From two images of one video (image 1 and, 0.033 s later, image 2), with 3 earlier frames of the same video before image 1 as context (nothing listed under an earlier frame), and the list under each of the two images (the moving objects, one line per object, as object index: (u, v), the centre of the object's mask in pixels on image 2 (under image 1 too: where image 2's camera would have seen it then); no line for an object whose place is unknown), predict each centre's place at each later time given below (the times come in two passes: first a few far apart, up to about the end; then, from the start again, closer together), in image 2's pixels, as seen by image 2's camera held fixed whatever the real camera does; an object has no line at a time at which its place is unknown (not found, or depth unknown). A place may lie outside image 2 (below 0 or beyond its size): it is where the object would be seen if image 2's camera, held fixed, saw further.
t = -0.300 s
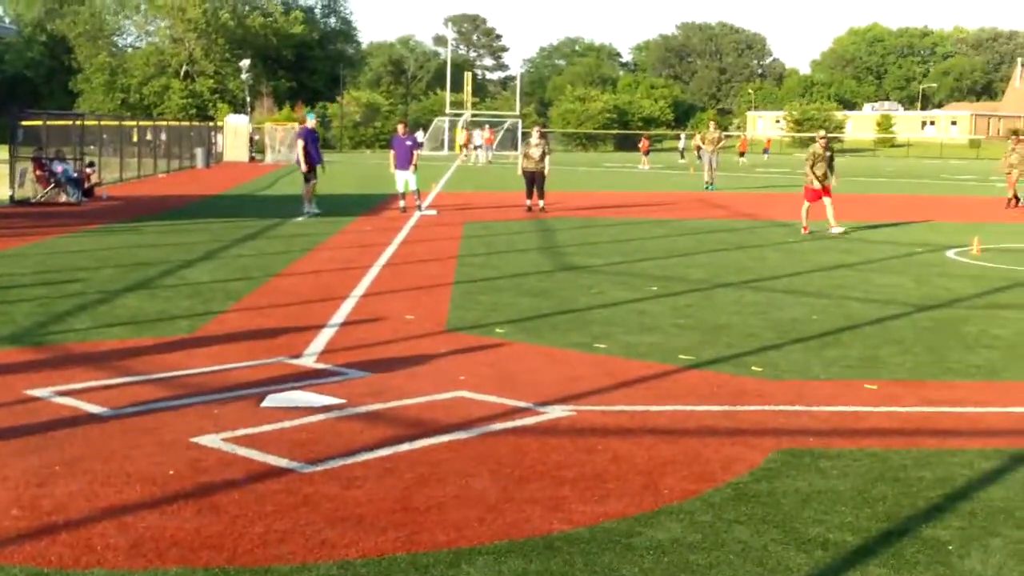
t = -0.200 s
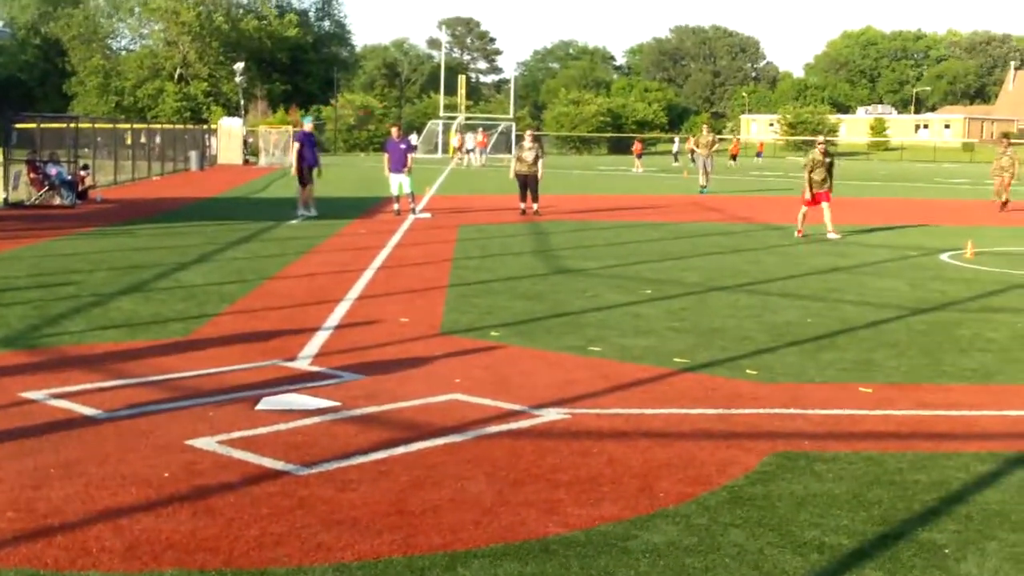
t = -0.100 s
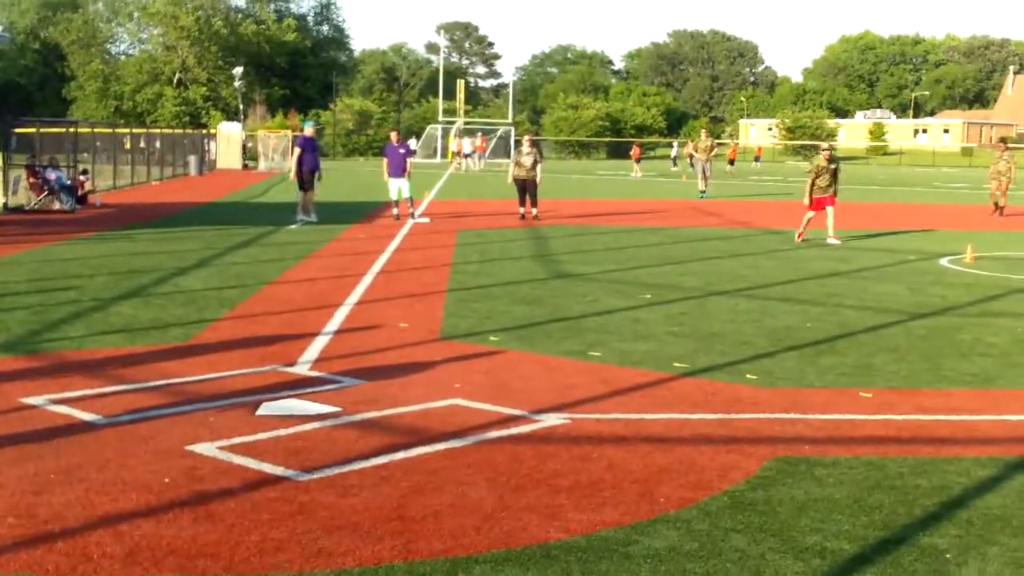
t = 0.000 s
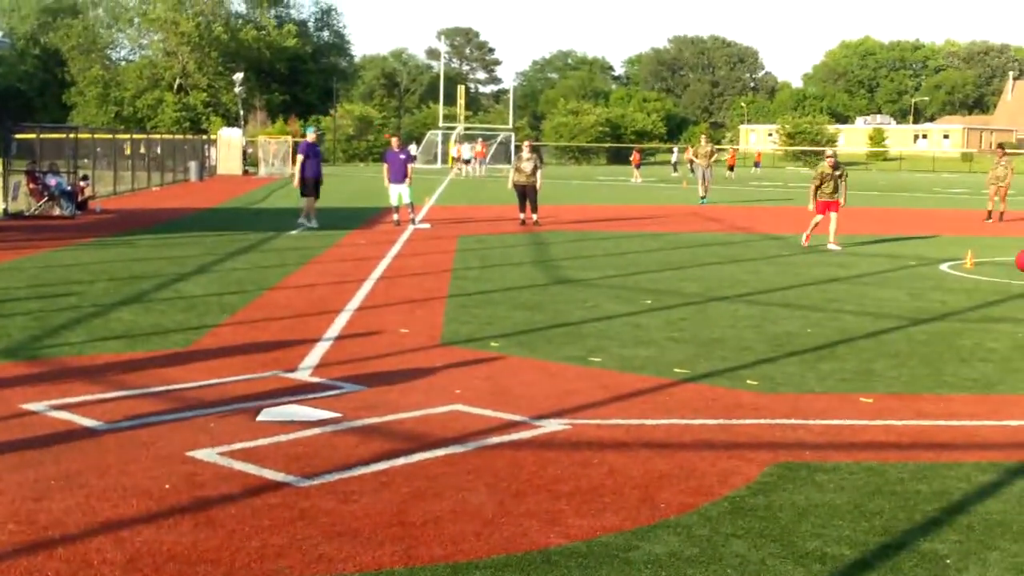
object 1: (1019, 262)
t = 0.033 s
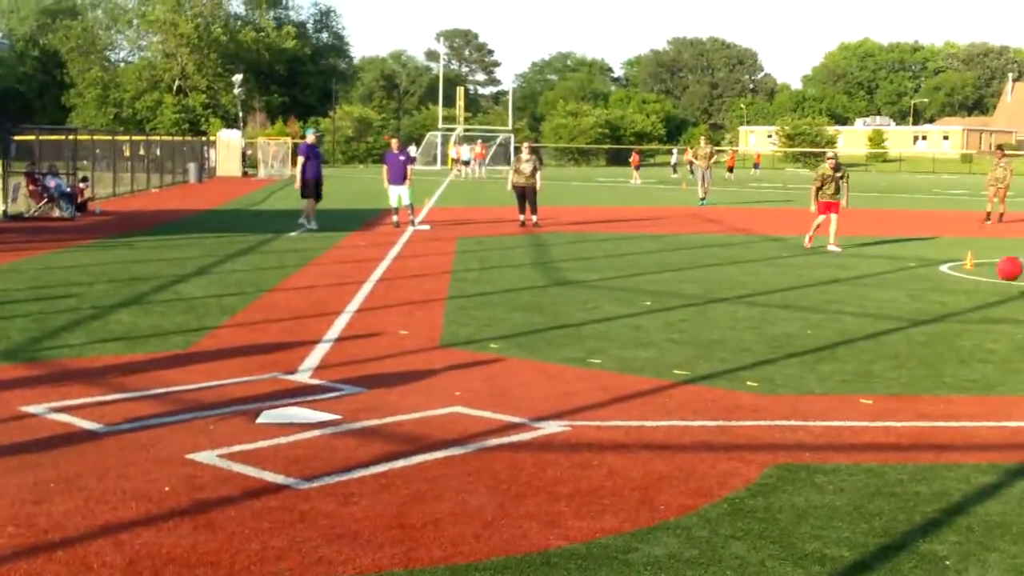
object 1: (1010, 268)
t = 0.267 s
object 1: (895, 276)
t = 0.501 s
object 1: (776, 273)
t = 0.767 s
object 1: (610, 346)
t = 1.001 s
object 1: (421, 311)
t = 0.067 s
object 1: (989, 278)
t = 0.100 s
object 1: (970, 289)
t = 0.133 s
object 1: (950, 299)
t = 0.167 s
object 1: (936, 297)
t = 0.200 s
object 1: (922, 289)
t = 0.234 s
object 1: (909, 282)
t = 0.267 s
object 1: (895, 276)
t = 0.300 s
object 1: (880, 271)
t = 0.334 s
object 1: (864, 268)
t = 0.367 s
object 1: (848, 266)
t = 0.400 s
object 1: (830, 265)
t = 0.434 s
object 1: (814, 266)
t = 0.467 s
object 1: (796, 268)
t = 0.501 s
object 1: (776, 273)
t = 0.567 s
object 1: (739, 285)
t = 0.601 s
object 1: (719, 295)
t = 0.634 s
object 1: (698, 307)
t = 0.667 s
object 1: (677, 321)
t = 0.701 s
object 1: (655, 338)
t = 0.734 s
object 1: (632, 353)
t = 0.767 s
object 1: (610, 346)
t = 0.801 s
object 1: (586, 337)
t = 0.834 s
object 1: (562, 328)
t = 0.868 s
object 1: (536, 322)
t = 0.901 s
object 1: (509, 317)
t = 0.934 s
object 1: (481, 313)
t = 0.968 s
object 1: (452, 312)
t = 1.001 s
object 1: (421, 311)
